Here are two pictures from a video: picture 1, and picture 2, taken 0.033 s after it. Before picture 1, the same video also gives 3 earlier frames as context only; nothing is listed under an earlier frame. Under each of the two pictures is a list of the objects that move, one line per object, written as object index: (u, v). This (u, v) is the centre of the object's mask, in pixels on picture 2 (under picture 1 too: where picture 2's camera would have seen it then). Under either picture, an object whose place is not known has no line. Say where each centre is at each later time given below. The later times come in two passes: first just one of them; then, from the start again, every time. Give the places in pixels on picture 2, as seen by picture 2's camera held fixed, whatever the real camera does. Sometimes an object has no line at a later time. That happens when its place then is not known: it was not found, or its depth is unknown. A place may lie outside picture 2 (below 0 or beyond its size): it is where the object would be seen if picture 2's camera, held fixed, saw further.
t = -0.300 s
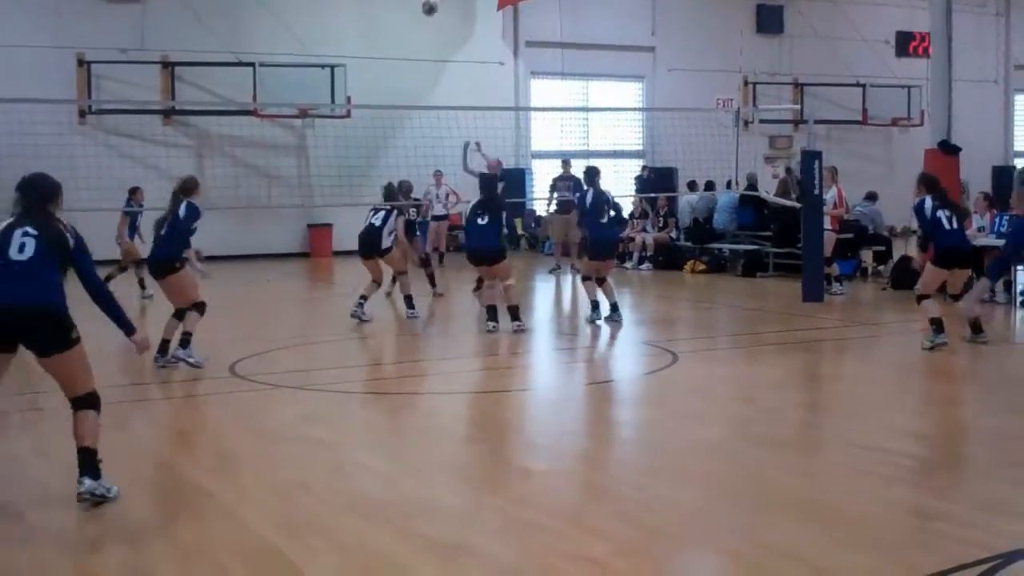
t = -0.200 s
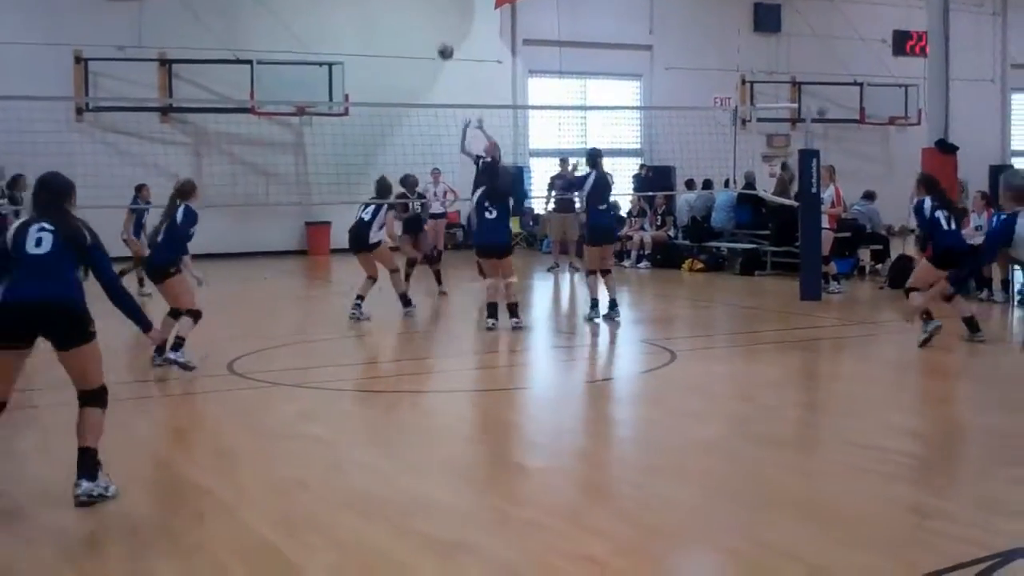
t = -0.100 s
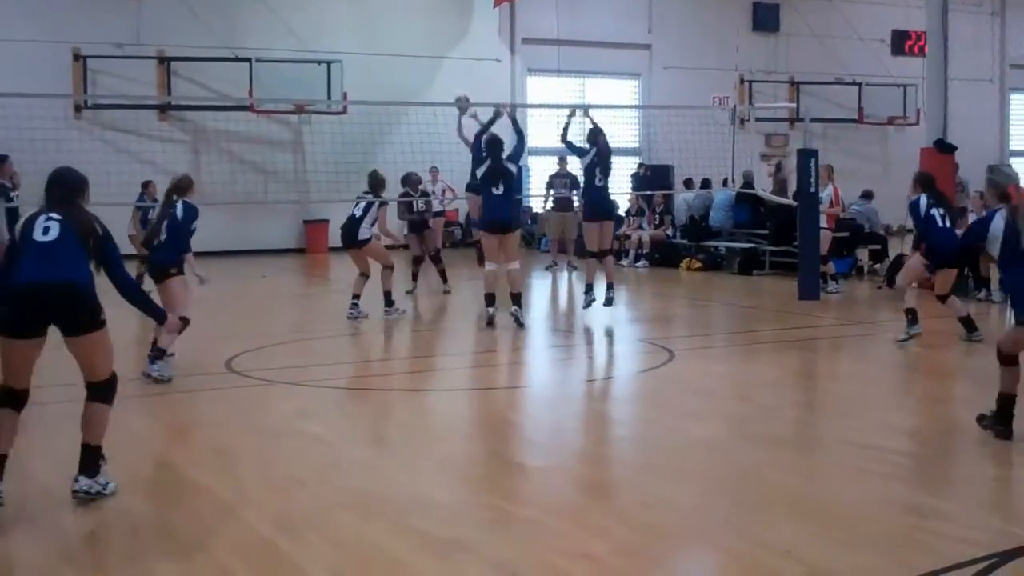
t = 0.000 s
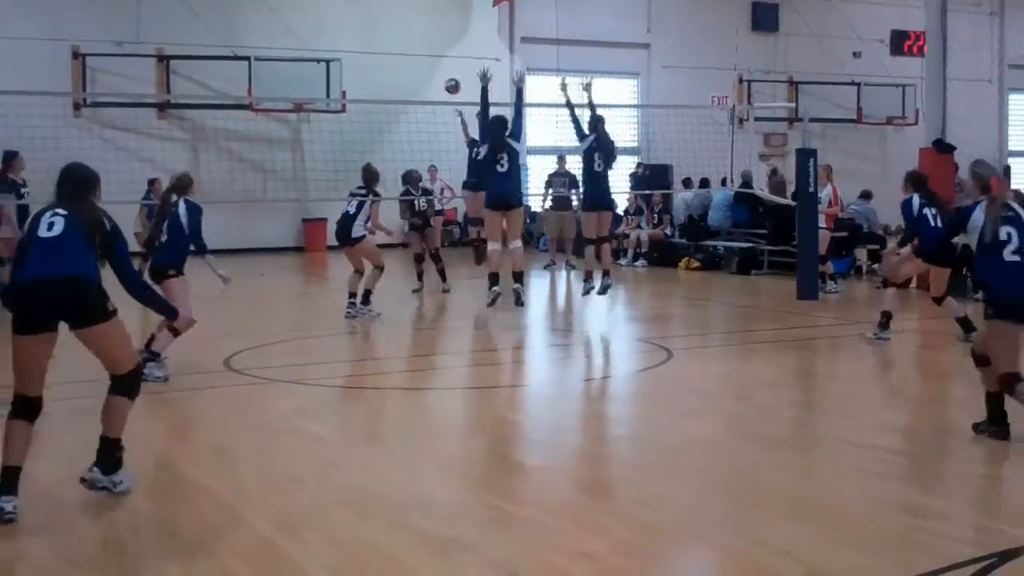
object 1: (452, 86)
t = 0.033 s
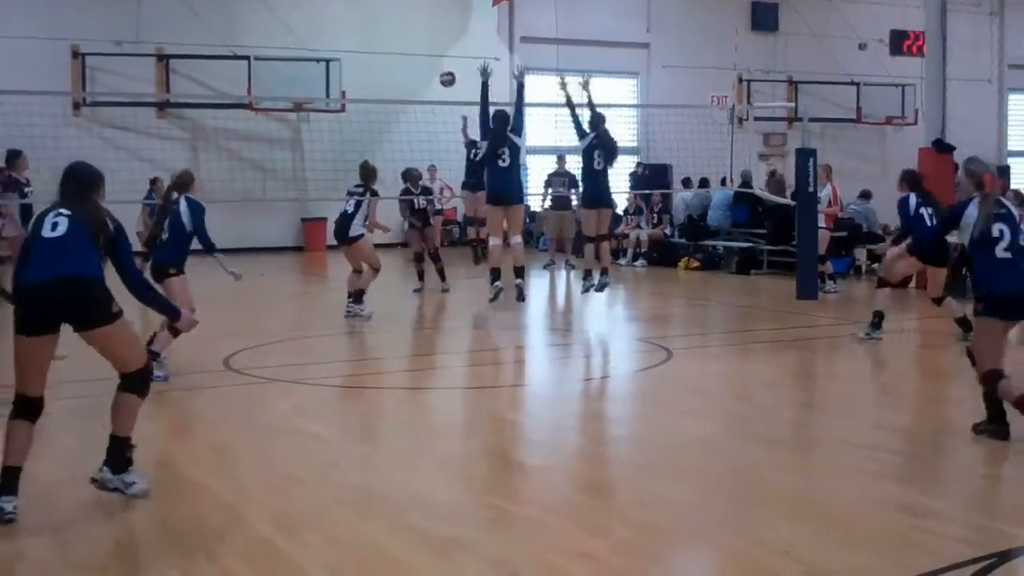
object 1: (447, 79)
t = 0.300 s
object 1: (405, 55)
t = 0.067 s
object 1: (442, 73)
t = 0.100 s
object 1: (438, 68)
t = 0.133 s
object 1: (433, 64)
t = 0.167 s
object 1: (427, 60)
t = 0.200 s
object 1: (422, 57)
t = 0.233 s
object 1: (416, 55)
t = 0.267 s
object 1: (411, 55)
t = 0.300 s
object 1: (405, 55)
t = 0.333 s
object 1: (399, 56)
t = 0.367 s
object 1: (394, 58)
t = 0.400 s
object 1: (388, 62)
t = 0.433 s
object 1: (382, 66)
